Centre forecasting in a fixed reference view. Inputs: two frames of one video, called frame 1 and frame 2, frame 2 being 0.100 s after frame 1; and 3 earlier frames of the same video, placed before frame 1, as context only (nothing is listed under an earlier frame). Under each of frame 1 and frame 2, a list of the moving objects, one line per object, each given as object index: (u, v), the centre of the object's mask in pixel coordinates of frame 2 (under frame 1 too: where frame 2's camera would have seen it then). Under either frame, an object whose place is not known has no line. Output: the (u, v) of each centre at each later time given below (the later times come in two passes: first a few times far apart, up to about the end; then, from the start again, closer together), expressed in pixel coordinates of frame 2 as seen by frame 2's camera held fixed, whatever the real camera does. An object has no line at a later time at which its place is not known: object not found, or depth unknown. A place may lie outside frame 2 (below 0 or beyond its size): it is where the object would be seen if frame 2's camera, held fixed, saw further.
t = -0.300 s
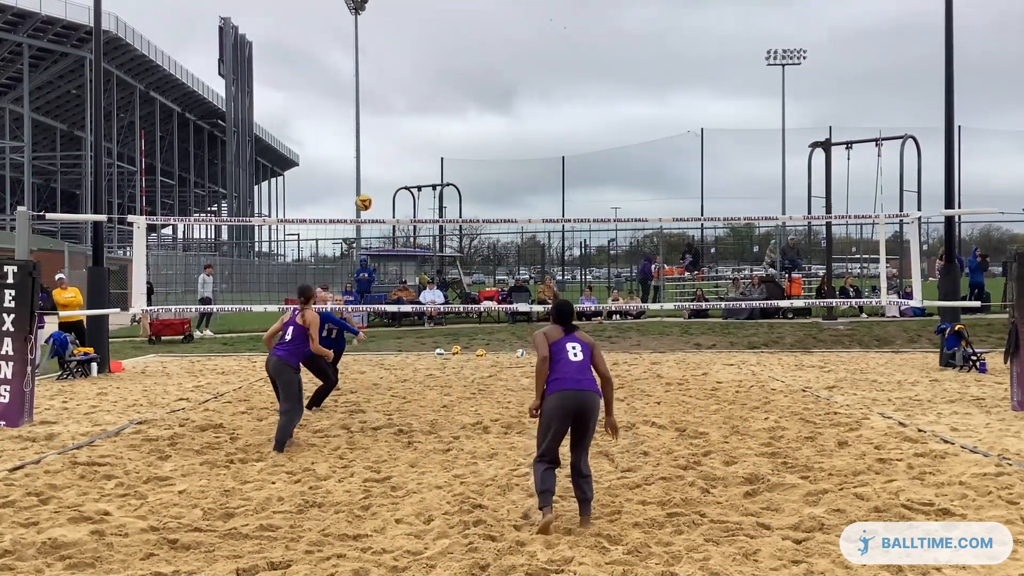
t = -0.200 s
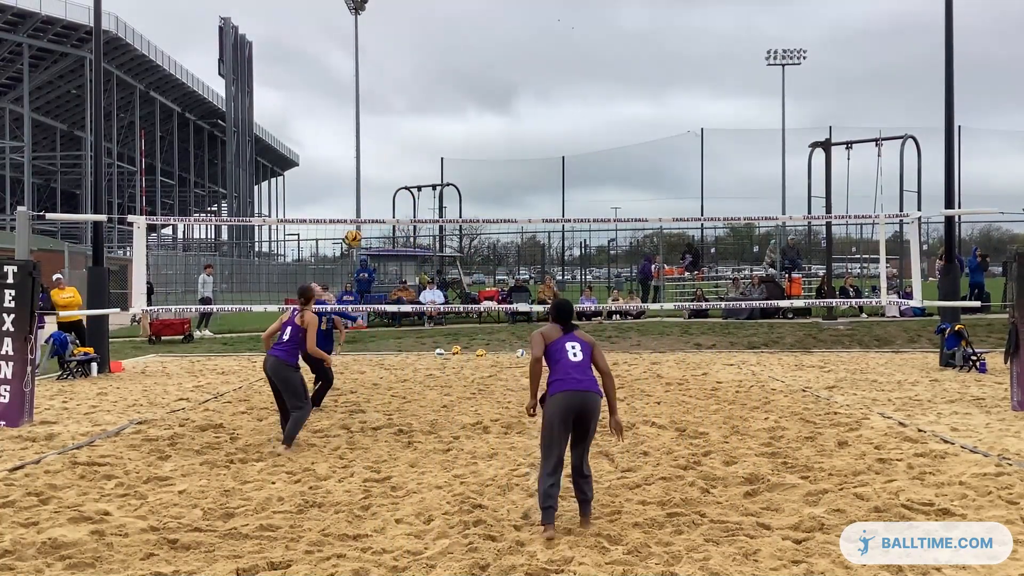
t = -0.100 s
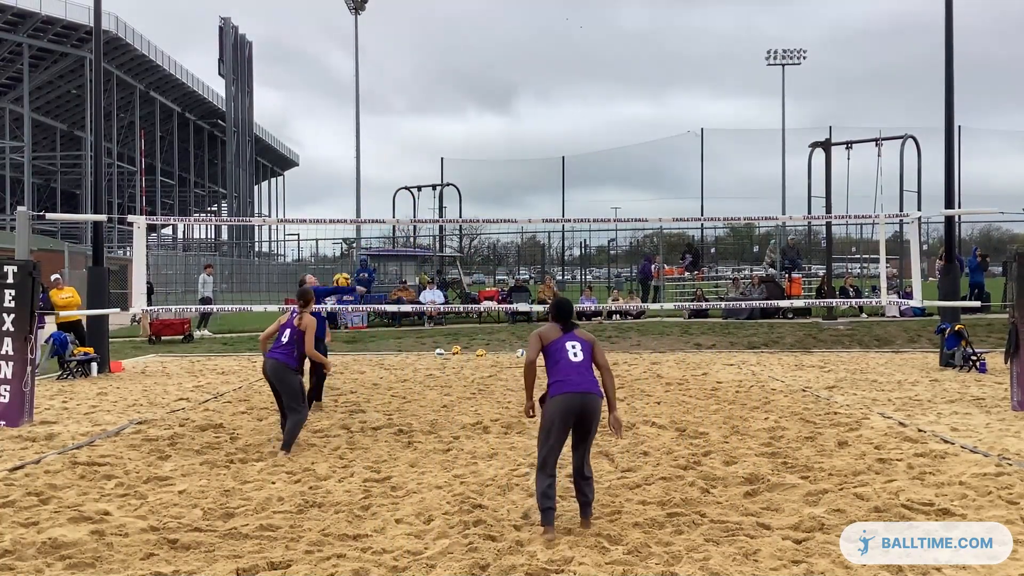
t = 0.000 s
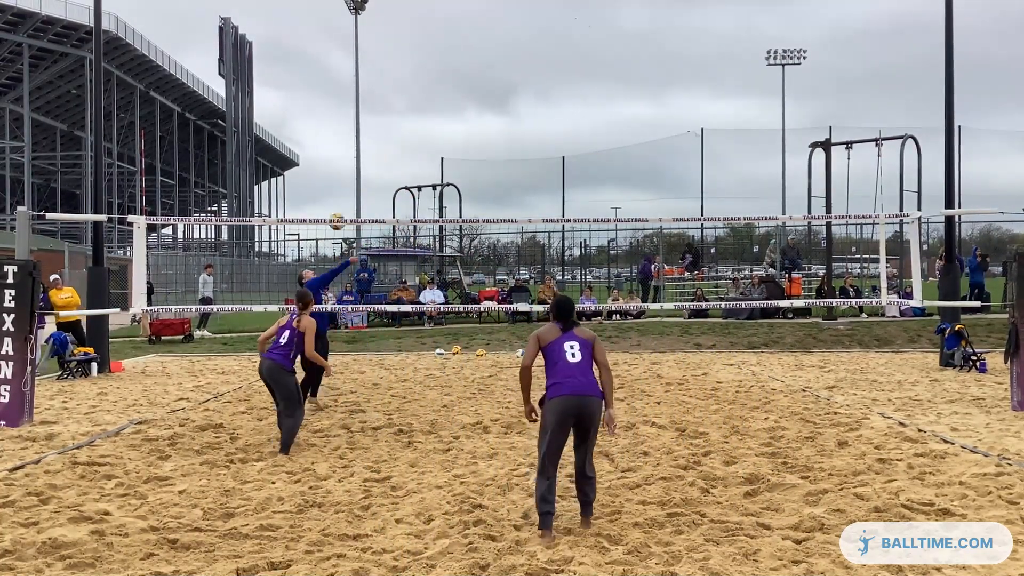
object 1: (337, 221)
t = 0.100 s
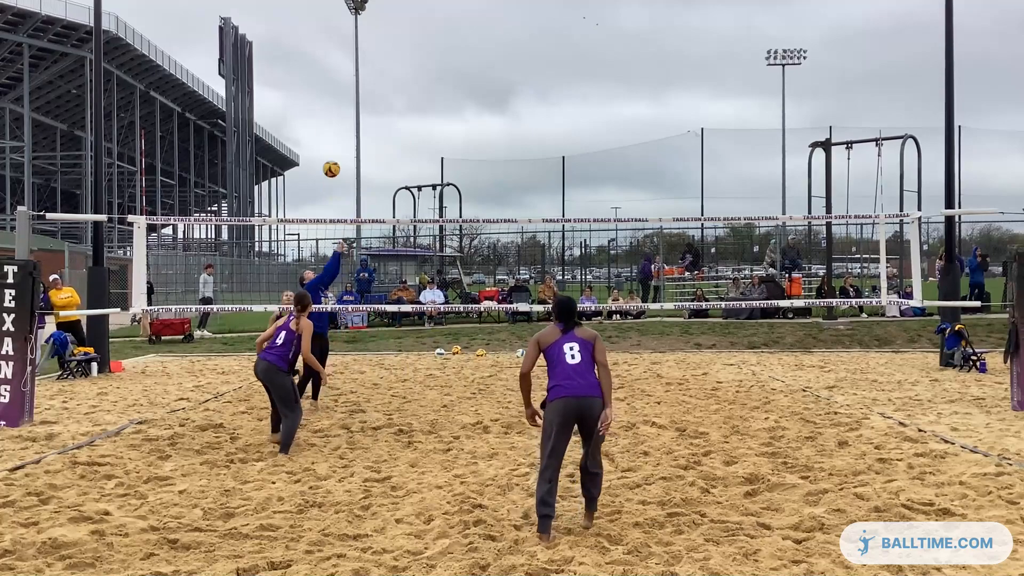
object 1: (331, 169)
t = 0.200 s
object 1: (325, 125)
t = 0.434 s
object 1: (306, 56)
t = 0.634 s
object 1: (285, 31)
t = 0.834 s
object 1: (262, 40)
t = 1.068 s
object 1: (231, 90)
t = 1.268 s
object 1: (203, 168)
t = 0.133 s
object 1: (329, 153)
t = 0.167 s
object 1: (327, 138)
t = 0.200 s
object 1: (325, 125)
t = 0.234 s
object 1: (322, 112)
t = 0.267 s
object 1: (320, 101)
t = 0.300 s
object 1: (317, 90)
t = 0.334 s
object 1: (315, 80)
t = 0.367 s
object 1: (312, 71)
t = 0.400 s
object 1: (309, 63)
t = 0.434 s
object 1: (306, 56)
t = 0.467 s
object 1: (303, 49)
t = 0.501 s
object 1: (300, 44)
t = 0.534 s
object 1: (296, 39)
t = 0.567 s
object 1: (293, 36)
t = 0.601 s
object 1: (289, 33)
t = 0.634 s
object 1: (285, 31)
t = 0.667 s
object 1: (281, 30)
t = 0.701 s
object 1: (278, 30)
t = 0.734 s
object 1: (274, 31)
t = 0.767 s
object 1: (270, 33)
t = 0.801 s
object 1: (266, 36)
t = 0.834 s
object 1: (262, 40)
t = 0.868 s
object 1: (257, 44)
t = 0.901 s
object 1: (253, 50)
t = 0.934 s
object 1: (249, 56)
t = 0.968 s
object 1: (245, 63)
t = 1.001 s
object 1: (240, 71)
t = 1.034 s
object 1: (236, 80)
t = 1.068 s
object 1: (231, 90)
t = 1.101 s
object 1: (227, 102)
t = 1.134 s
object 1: (222, 113)
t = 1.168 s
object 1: (217, 126)
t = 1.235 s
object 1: (208, 153)
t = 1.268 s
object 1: (203, 168)
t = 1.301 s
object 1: (198, 183)
